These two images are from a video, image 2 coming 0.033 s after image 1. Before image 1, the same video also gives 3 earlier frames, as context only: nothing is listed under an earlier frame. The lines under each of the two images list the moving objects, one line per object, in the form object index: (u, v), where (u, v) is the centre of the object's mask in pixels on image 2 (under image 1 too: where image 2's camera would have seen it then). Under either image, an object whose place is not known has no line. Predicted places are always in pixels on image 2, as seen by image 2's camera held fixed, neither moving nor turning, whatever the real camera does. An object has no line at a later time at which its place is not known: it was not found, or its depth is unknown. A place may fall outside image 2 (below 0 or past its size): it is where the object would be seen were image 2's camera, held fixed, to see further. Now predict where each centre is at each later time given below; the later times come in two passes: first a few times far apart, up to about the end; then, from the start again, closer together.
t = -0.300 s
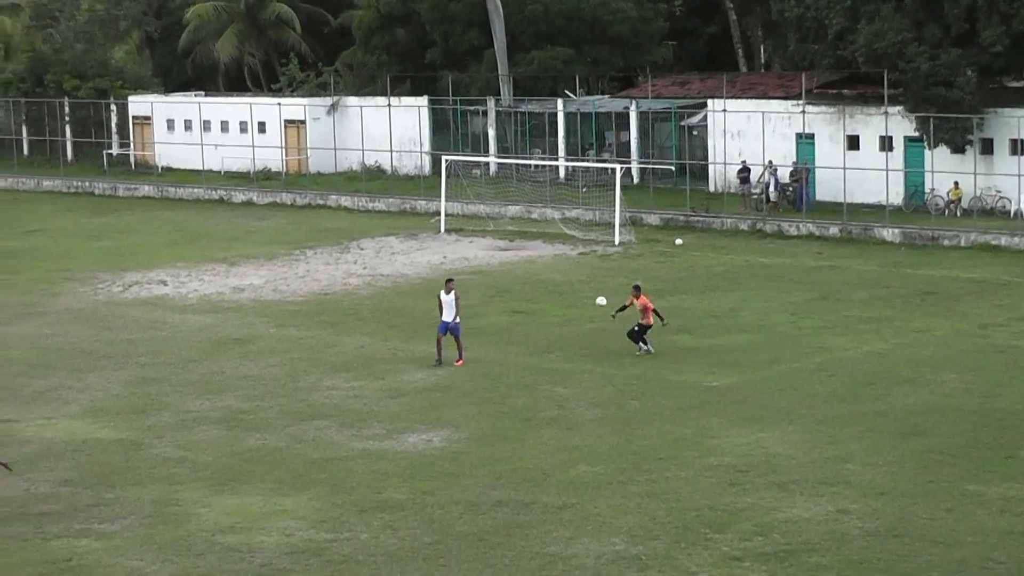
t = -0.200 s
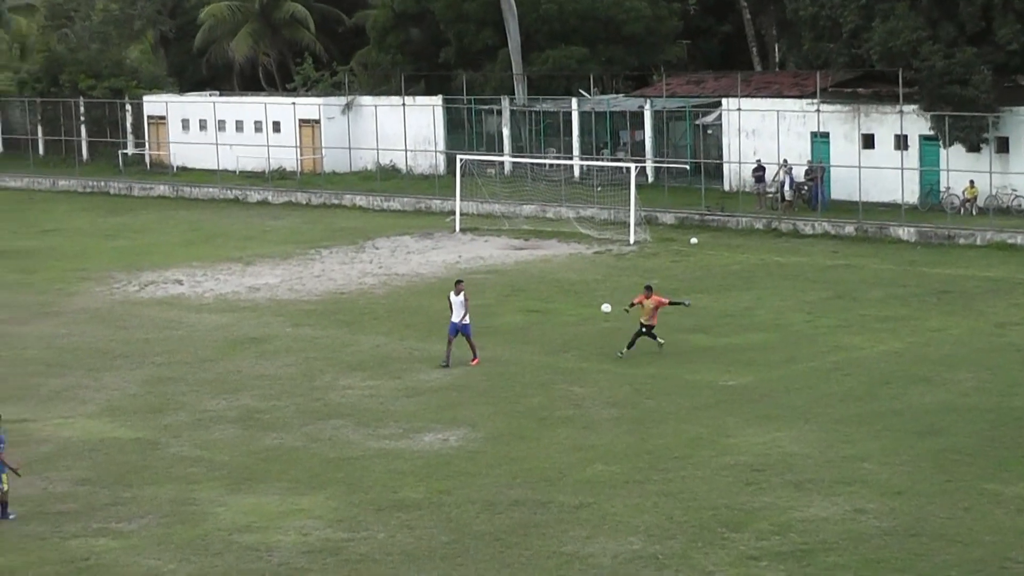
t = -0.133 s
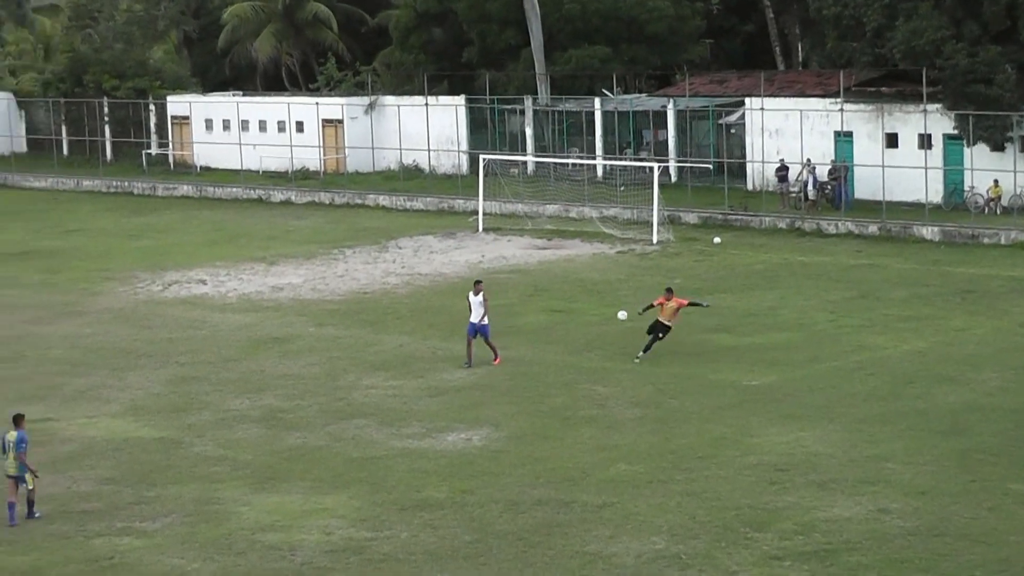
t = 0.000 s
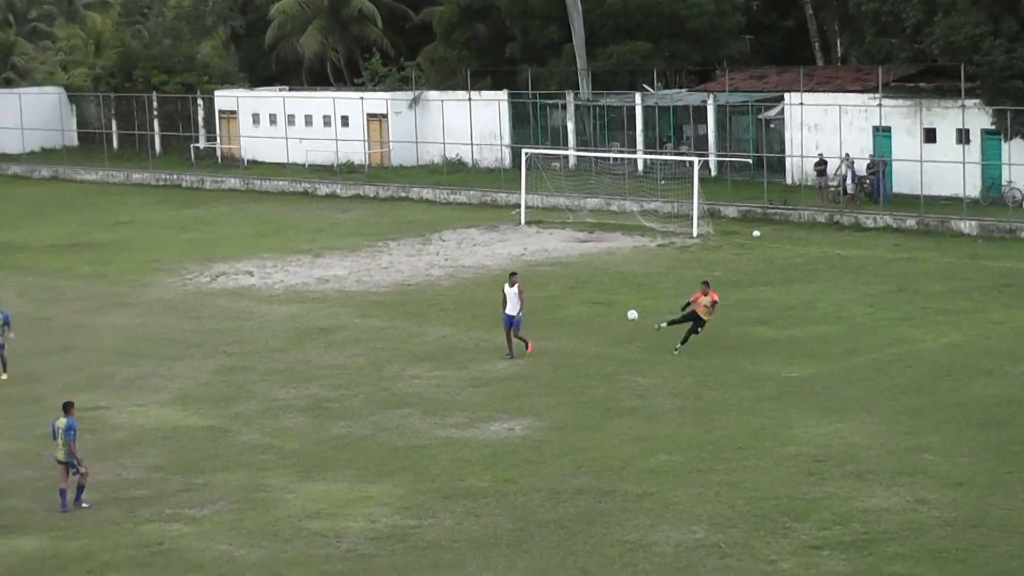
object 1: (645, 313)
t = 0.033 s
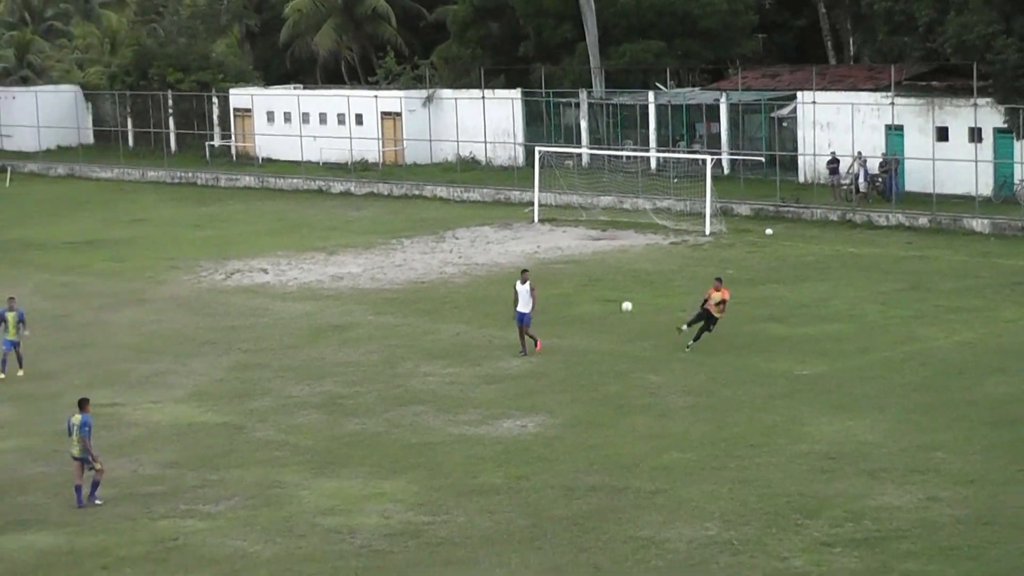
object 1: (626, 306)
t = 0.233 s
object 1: (506, 274)
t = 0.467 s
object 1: (345, 247)
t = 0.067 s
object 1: (608, 301)
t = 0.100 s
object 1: (588, 295)
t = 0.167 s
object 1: (548, 284)
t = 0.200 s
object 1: (527, 279)
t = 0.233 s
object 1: (506, 274)
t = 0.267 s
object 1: (484, 268)
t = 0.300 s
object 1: (462, 265)
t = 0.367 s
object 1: (418, 258)
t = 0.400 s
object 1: (394, 253)
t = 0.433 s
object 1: (369, 251)
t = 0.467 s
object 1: (345, 247)
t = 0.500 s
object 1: (319, 245)
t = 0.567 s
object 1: (268, 240)
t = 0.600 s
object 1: (241, 238)
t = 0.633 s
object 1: (214, 236)
